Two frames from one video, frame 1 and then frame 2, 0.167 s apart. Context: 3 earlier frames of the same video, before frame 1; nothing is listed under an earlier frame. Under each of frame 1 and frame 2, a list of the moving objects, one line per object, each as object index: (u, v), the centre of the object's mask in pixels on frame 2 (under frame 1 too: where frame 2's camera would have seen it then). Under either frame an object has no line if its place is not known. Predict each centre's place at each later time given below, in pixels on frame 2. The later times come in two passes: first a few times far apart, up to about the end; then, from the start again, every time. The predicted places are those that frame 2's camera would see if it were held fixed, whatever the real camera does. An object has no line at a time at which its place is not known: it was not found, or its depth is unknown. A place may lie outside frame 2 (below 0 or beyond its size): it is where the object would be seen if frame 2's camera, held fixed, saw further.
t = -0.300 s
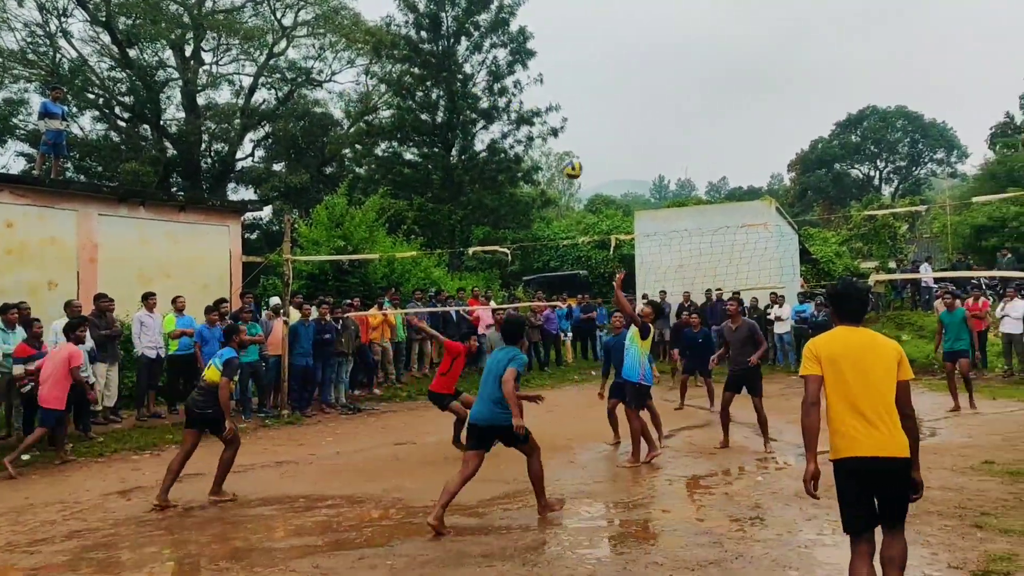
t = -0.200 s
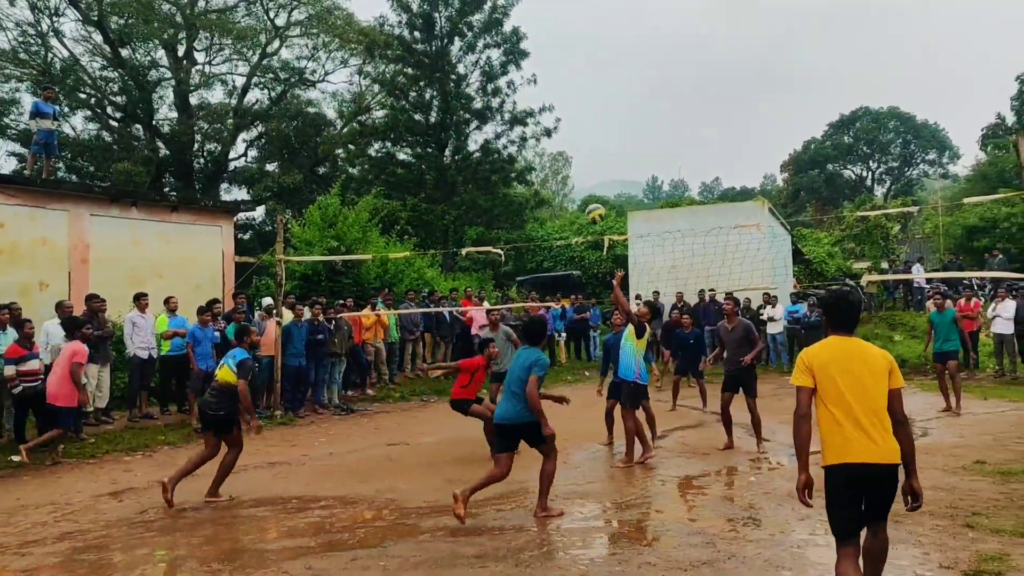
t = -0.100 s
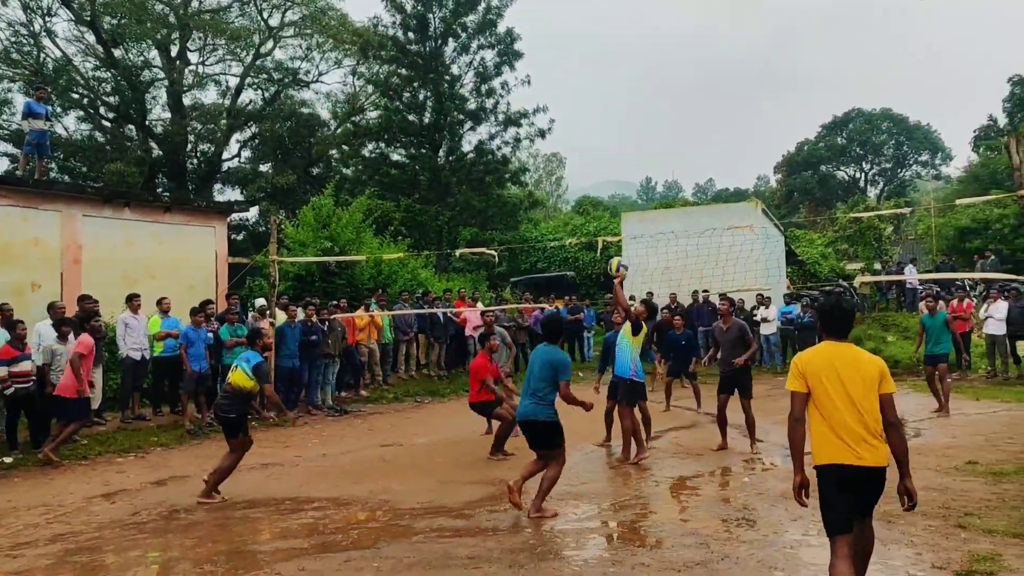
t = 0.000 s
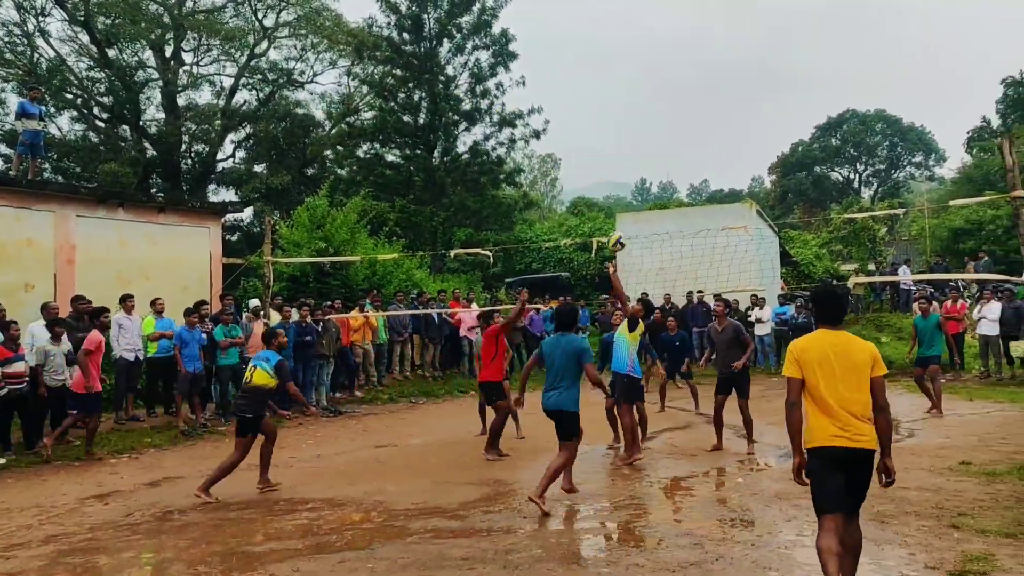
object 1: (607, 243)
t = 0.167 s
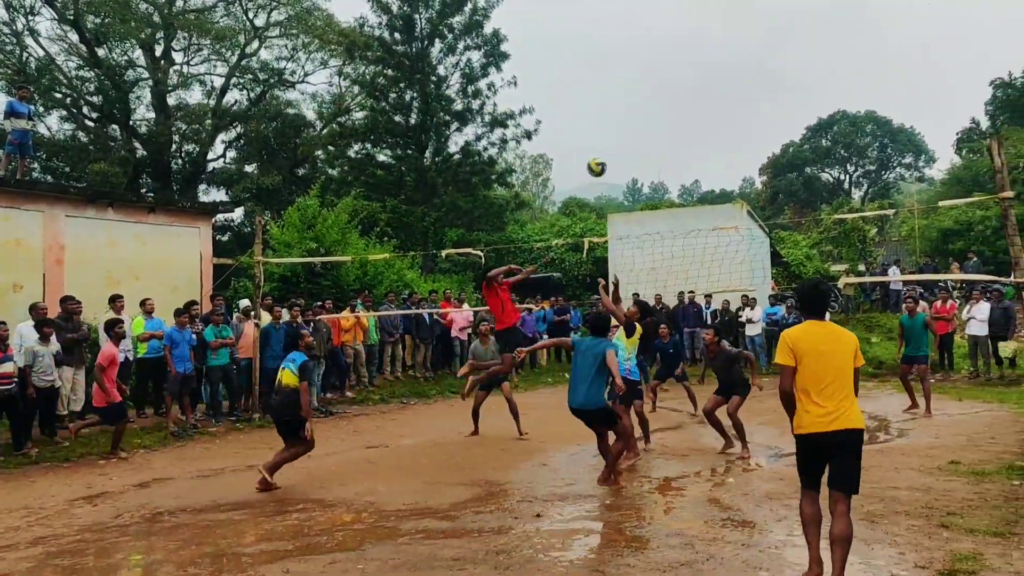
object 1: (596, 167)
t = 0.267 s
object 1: (591, 135)
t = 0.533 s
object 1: (577, 93)
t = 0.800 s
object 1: (566, 113)
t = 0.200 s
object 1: (595, 156)
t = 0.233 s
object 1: (593, 145)
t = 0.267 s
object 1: (591, 135)
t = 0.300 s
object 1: (589, 127)
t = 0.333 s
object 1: (587, 119)
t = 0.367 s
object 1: (585, 112)
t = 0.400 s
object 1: (584, 106)
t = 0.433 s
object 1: (582, 101)
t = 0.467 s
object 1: (580, 97)
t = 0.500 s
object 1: (579, 95)
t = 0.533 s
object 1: (577, 93)
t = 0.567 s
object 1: (575, 92)
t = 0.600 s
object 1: (574, 92)
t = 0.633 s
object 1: (572, 93)
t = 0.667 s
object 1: (571, 96)
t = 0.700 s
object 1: (570, 99)
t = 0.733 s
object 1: (568, 103)
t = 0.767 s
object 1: (567, 108)
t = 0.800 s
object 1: (566, 113)
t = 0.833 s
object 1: (564, 120)
